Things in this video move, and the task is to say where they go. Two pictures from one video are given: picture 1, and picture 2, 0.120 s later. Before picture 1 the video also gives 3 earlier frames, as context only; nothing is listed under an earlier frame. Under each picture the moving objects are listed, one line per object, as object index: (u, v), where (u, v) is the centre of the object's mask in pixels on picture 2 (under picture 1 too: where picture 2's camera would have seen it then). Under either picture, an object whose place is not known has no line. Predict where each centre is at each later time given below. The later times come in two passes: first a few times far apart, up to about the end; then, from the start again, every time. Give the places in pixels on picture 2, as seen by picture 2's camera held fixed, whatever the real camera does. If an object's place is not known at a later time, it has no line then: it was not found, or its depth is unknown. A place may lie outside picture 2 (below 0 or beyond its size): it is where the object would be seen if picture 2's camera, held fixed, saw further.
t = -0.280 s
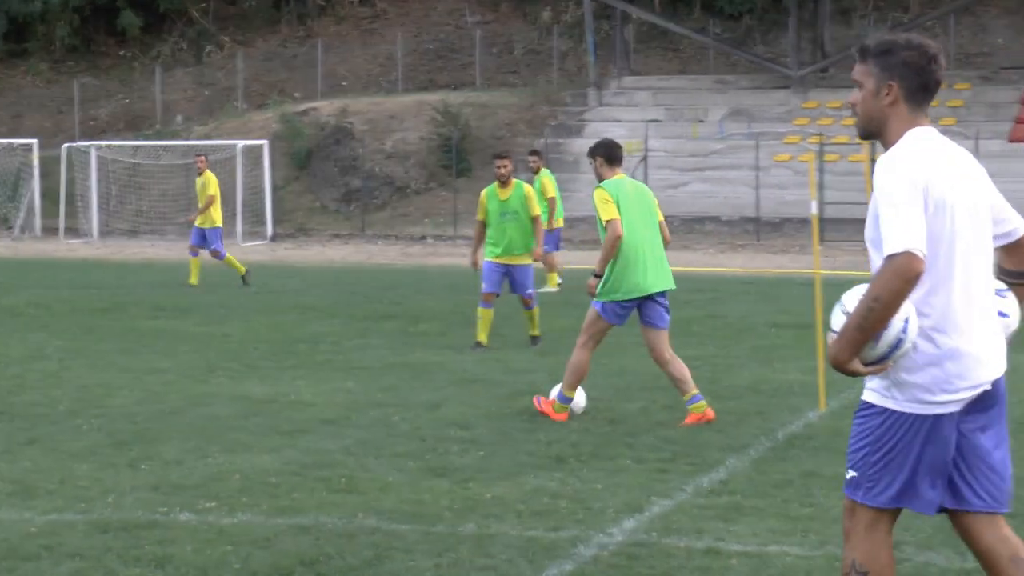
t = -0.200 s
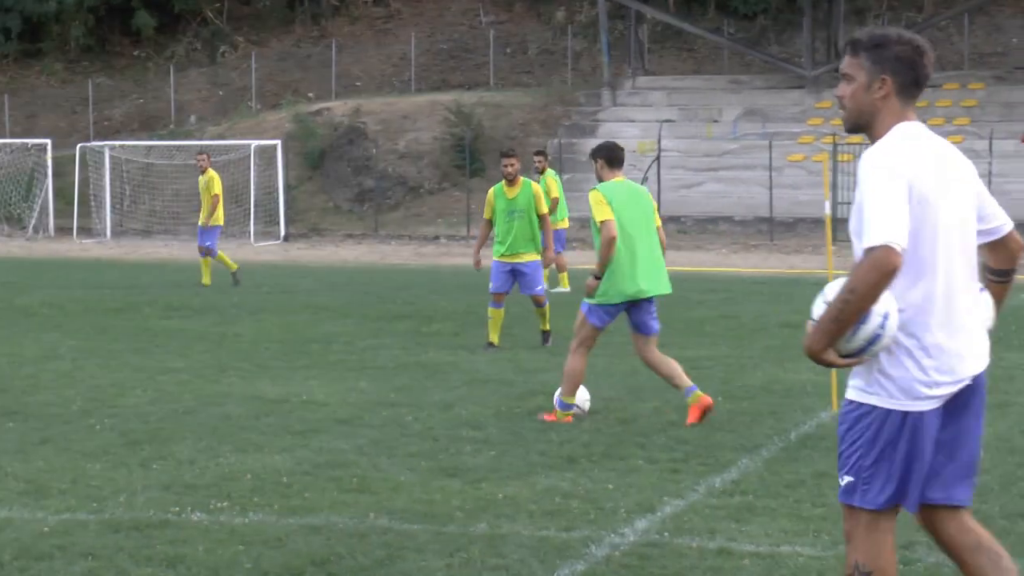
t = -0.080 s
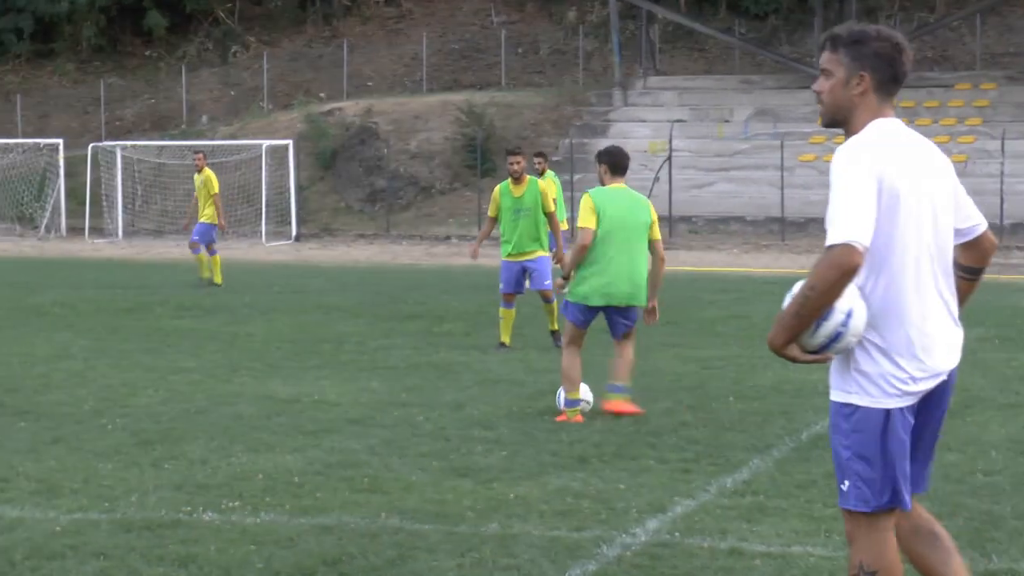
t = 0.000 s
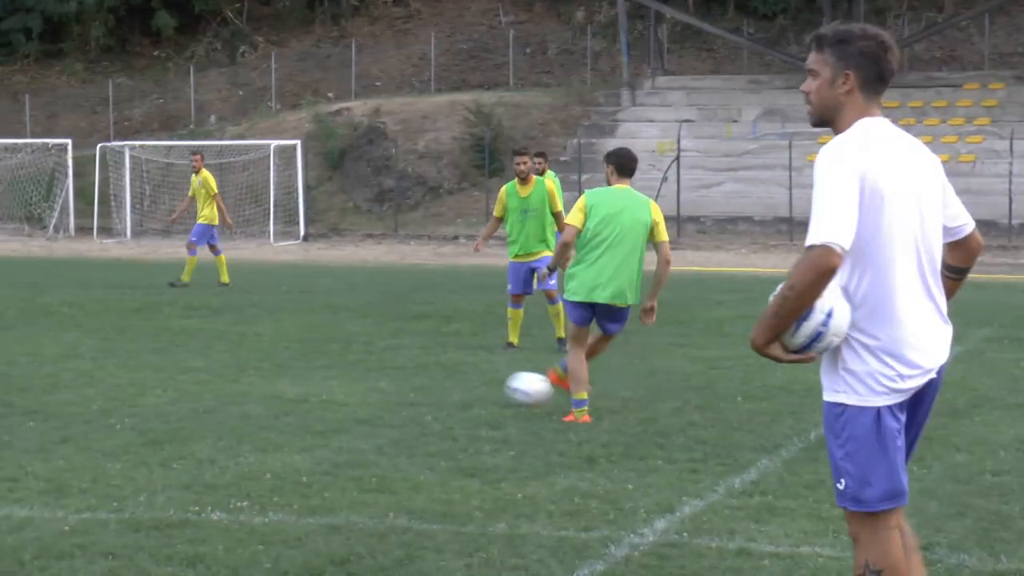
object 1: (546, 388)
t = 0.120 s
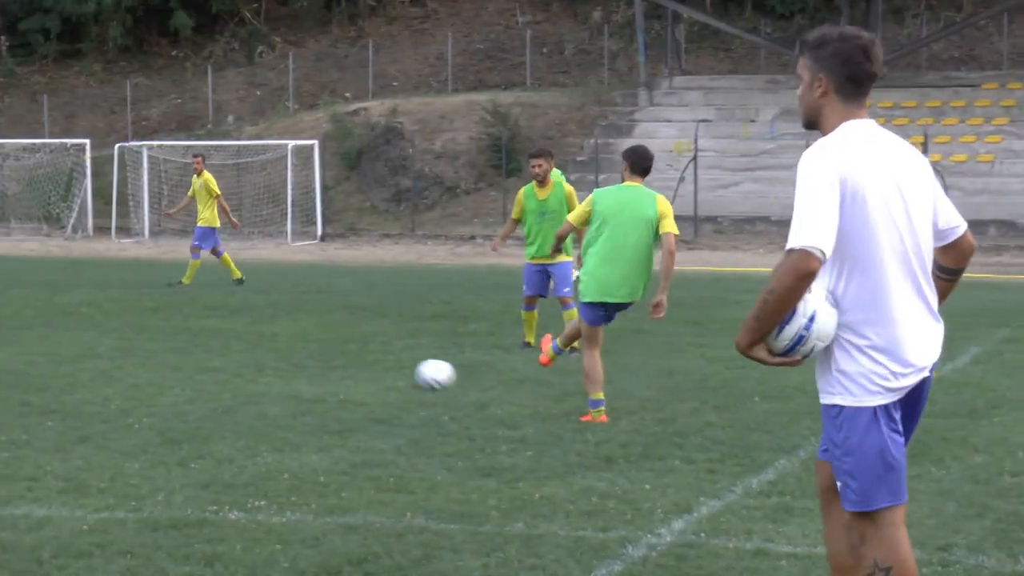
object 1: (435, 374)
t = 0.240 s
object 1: (352, 362)
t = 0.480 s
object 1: (231, 344)
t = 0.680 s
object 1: (161, 331)
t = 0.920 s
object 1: (93, 321)
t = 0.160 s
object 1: (405, 369)
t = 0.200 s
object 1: (378, 365)
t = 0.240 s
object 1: (352, 362)
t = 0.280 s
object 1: (328, 358)
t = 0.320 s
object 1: (306, 355)
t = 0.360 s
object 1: (285, 353)
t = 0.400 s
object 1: (265, 349)
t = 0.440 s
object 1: (248, 346)
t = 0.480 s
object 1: (231, 344)
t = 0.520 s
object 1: (216, 342)
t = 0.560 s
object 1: (201, 339)
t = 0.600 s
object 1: (187, 336)
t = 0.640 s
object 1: (174, 333)
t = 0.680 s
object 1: (161, 331)
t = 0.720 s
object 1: (149, 330)
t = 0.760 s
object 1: (136, 328)
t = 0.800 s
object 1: (125, 326)
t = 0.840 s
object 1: (114, 324)
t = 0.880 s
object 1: (103, 322)
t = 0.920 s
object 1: (93, 321)
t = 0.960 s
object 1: (83, 318)
